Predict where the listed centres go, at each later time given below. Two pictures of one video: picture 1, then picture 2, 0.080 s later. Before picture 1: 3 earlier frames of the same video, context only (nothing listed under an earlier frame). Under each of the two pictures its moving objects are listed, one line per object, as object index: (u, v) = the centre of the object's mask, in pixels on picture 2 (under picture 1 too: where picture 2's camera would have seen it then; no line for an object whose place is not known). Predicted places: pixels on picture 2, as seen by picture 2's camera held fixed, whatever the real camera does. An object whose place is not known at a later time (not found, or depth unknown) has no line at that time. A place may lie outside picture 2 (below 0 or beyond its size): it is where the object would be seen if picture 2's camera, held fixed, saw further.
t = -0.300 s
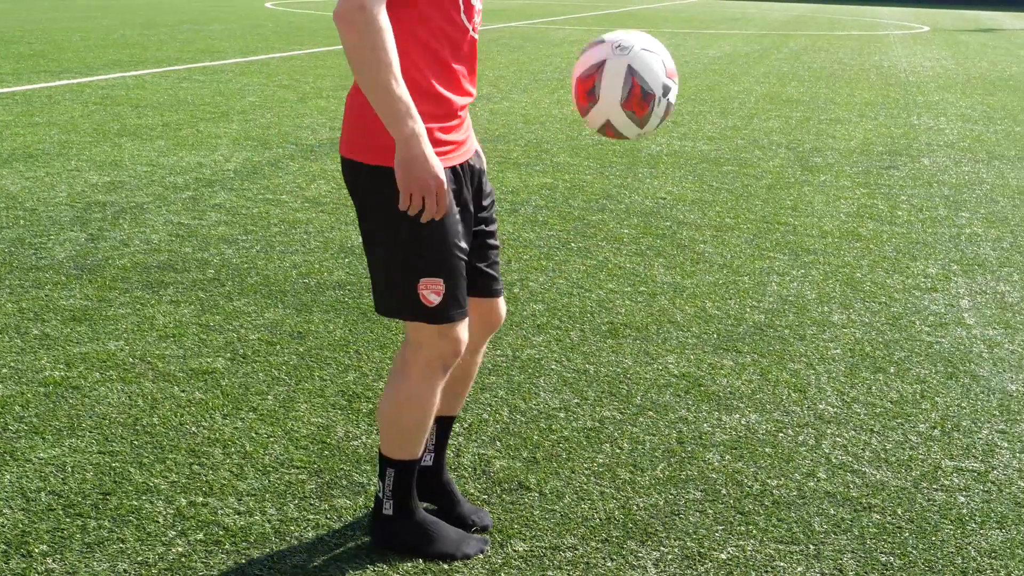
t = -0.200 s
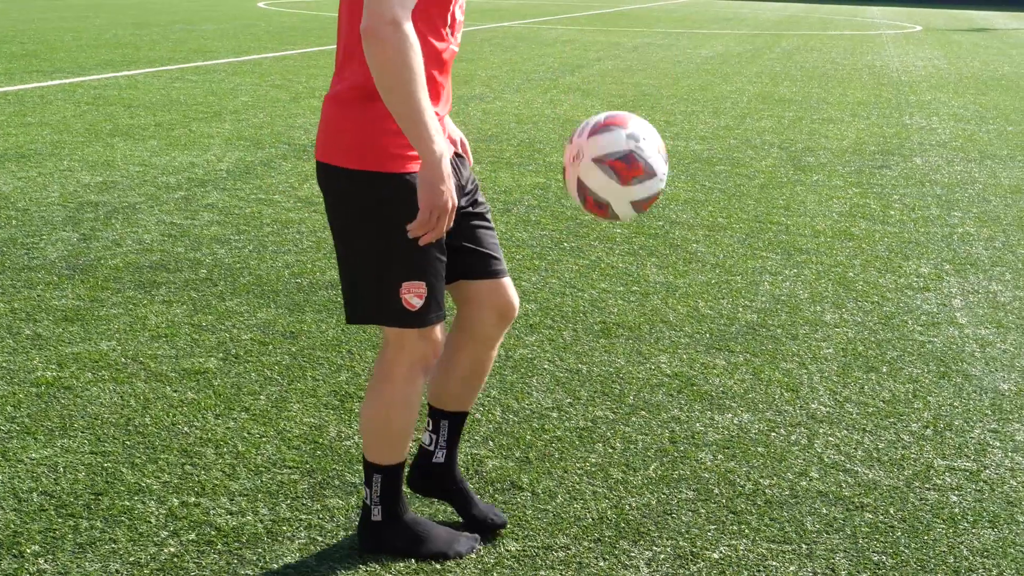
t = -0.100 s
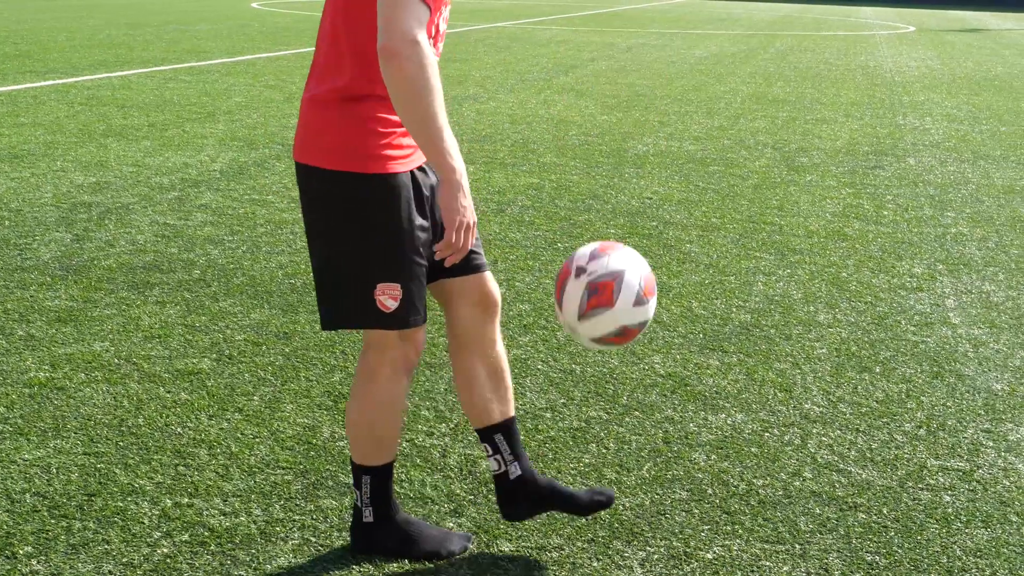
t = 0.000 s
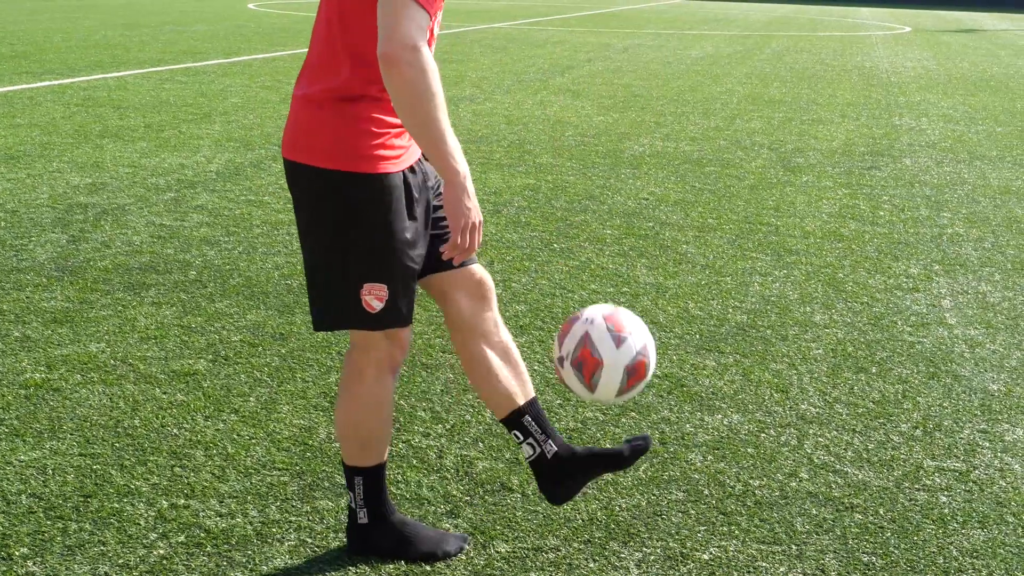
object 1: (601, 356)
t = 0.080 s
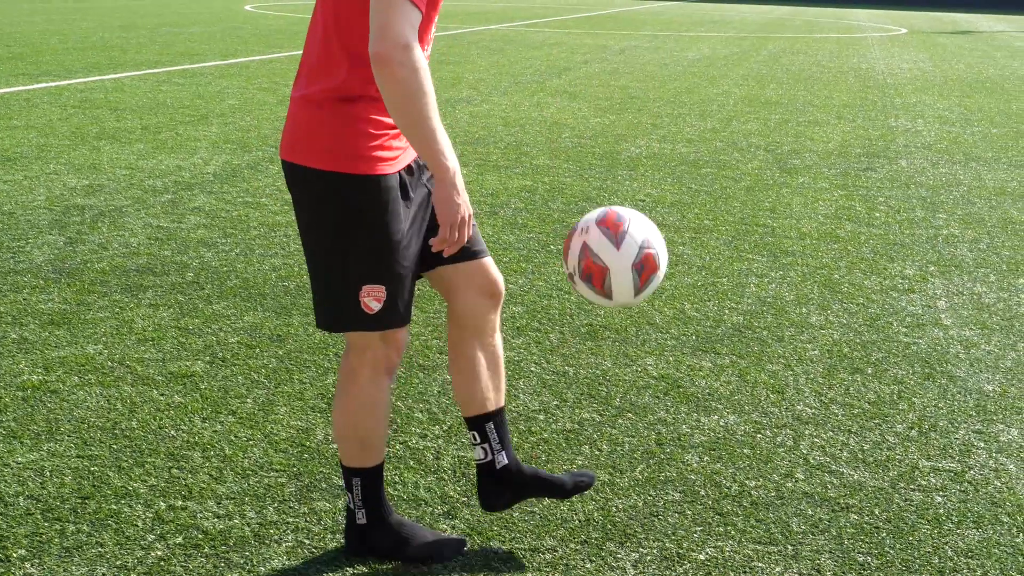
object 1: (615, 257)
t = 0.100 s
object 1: (619, 236)
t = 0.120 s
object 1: (622, 216)
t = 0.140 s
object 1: (625, 199)
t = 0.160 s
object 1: (629, 182)
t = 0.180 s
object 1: (632, 168)
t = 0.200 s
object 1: (635, 154)
